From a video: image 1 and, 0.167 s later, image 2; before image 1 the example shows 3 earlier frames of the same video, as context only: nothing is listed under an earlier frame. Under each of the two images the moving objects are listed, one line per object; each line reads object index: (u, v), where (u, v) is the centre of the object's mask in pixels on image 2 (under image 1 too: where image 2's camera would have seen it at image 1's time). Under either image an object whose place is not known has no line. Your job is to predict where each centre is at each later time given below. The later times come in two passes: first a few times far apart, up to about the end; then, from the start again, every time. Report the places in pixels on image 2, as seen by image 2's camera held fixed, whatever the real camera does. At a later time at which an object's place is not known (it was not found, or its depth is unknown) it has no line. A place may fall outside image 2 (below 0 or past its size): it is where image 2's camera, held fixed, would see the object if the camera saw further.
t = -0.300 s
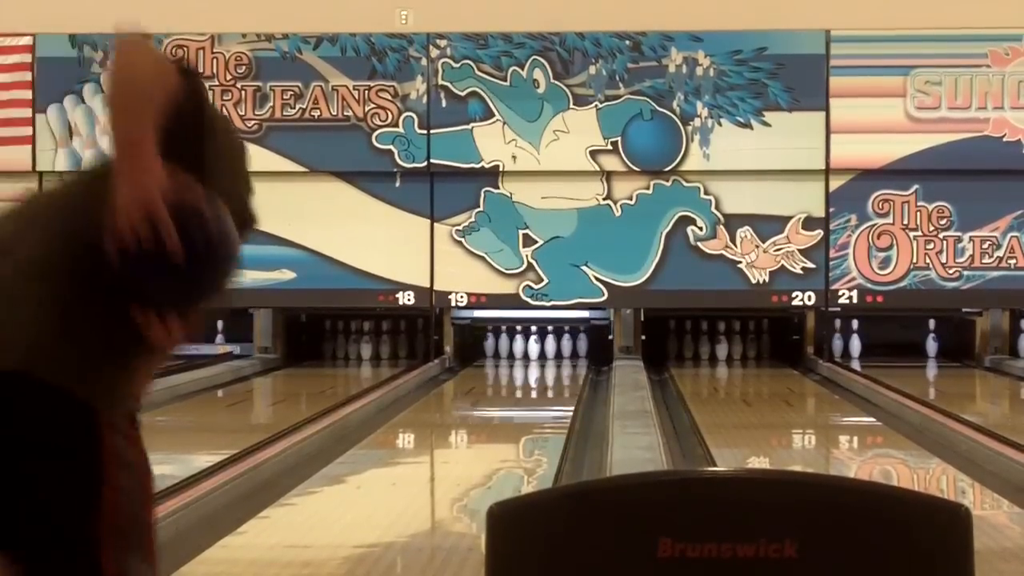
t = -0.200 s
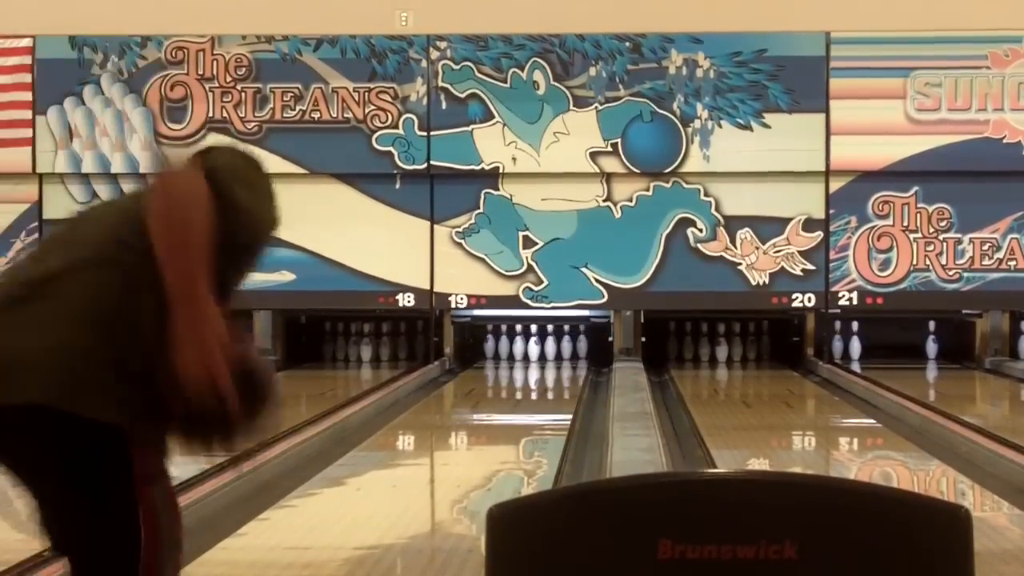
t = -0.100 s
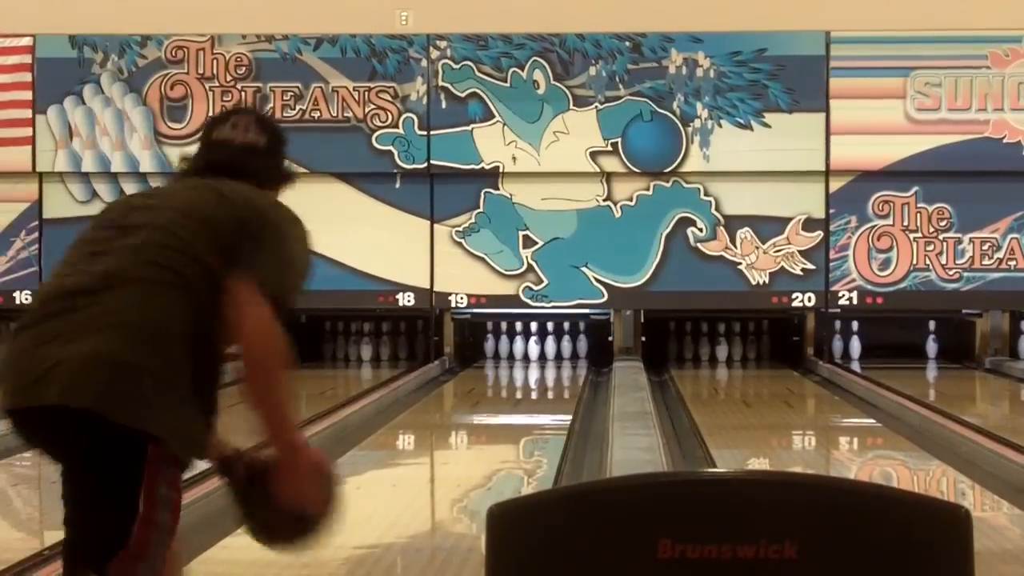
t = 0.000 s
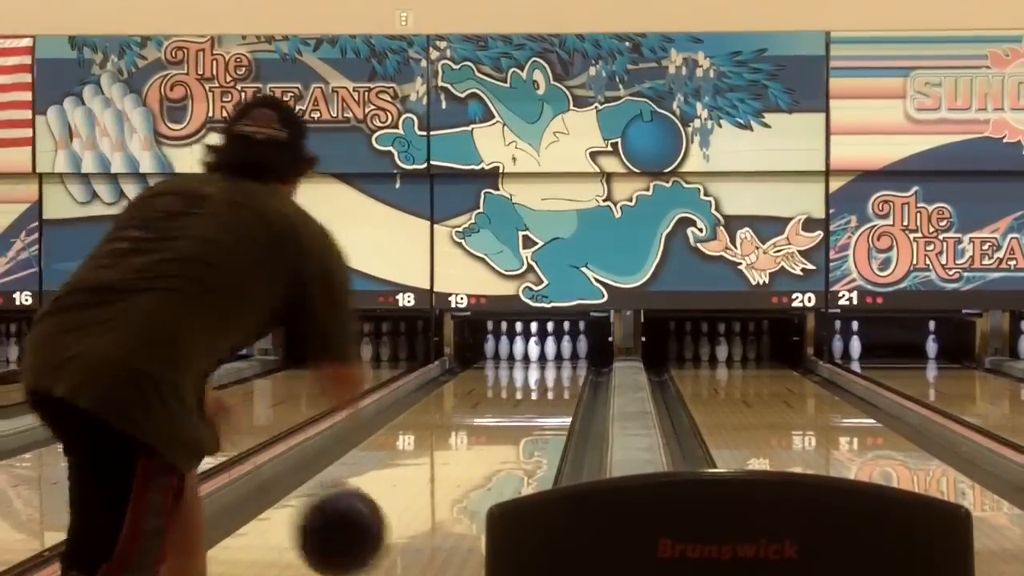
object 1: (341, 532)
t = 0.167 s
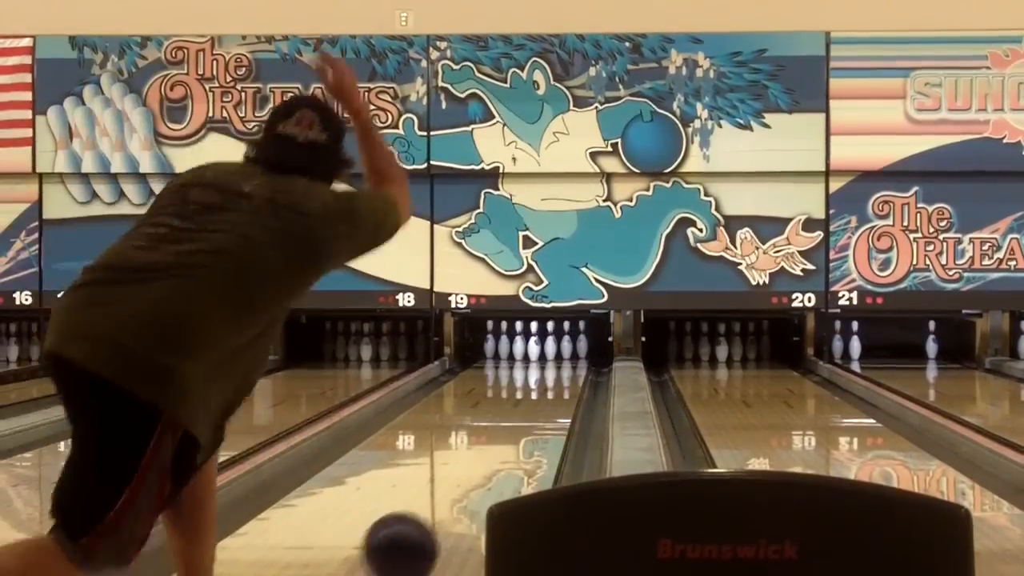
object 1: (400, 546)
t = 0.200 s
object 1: (410, 542)
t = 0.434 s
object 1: (460, 494)
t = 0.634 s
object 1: (489, 462)
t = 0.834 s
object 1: (510, 438)
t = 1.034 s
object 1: (525, 420)
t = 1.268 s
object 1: (538, 402)
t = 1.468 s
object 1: (545, 390)
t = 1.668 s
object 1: (550, 381)
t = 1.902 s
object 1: (553, 372)
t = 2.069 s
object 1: (553, 366)
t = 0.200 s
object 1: (410, 542)
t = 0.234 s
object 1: (418, 538)
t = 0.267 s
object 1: (426, 530)
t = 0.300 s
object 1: (434, 522)
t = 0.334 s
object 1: (441, 514)
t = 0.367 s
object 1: (448, 507)
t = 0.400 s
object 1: (455, 500)
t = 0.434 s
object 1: (460, 494)
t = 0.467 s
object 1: (466, 488)
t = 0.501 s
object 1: (471, 482)
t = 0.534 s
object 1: (476, 476)
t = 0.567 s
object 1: (480, 472)
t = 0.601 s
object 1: (485, 467)
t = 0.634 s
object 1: (489, 462)
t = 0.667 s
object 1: (493, 458)
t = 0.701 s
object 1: (497, 454)
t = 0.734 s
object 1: (500, 450)
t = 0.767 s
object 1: (504, 445)
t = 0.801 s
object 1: (507, 442)
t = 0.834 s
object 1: (510, 438)
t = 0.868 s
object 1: (513, 435)
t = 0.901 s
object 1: (516, 432)
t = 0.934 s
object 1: (518, 428)
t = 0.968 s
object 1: (521, 426)
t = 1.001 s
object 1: (523, 423)
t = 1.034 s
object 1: (525, 420)
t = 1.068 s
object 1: (528, 417)
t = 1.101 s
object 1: (530, 415)
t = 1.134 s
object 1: (532, 412)
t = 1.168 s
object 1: (533, 409)
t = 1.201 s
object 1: (535, 407)
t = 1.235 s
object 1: (536, 405)
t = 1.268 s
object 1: (538, 402)
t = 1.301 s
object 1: (540, 400)
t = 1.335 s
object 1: (541, 397)
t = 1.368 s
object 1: (542, 396)
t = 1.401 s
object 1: (543, 394)
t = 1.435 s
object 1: (545, 392)
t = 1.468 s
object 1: (545, 390)
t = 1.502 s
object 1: (547, 388)
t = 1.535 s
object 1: (548, 387)
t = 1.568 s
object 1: (548, 385)
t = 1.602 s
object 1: (549, 384)
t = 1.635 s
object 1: (550, 382)
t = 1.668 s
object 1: (550, 381)
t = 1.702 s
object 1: (551, 380)
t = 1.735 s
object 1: (551, 378)
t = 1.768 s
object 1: (551, 377)
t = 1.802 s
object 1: (552, 376)
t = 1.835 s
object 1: (552, 374)
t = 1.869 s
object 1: (553, 373)
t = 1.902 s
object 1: (553, 372)
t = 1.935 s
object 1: (553, 370)
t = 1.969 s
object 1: (553, 369)
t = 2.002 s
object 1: (553, 368)
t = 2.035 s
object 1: (553, 367)
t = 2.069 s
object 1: (553, 366)
